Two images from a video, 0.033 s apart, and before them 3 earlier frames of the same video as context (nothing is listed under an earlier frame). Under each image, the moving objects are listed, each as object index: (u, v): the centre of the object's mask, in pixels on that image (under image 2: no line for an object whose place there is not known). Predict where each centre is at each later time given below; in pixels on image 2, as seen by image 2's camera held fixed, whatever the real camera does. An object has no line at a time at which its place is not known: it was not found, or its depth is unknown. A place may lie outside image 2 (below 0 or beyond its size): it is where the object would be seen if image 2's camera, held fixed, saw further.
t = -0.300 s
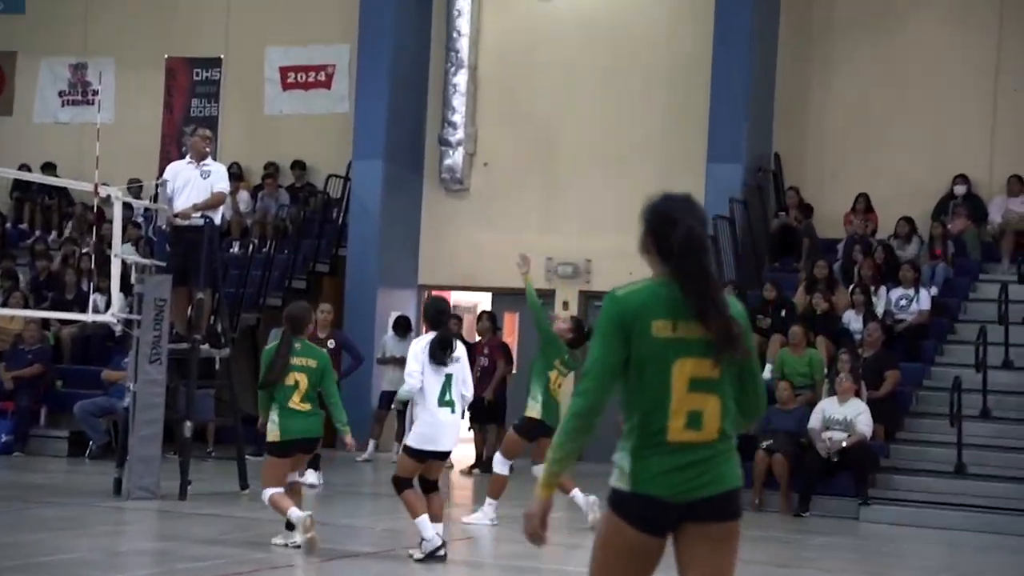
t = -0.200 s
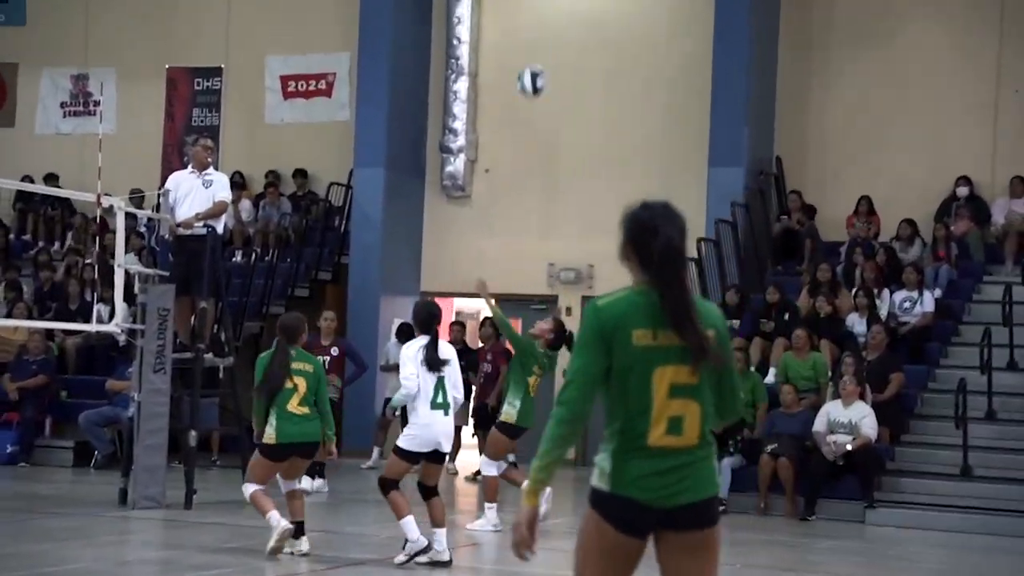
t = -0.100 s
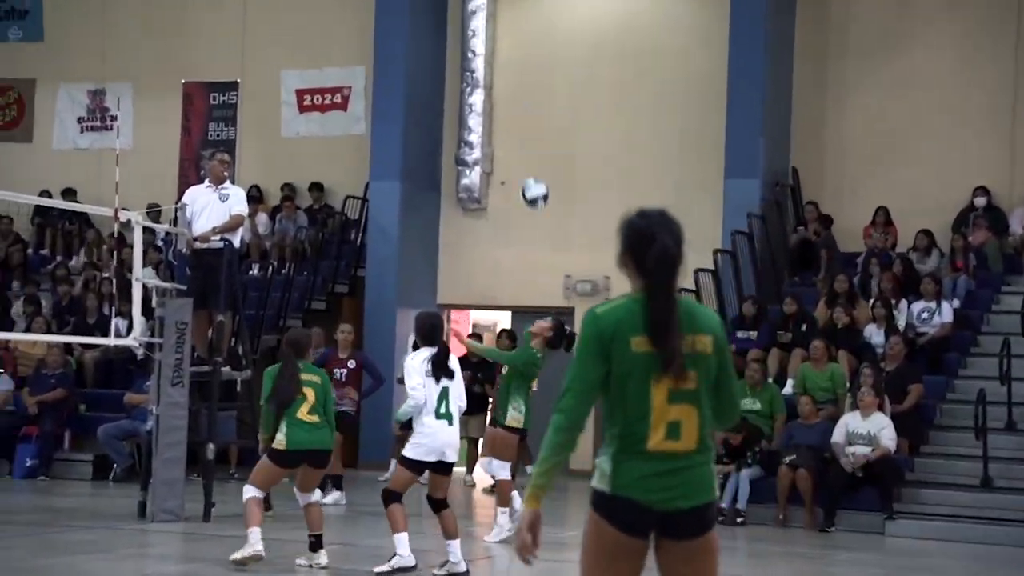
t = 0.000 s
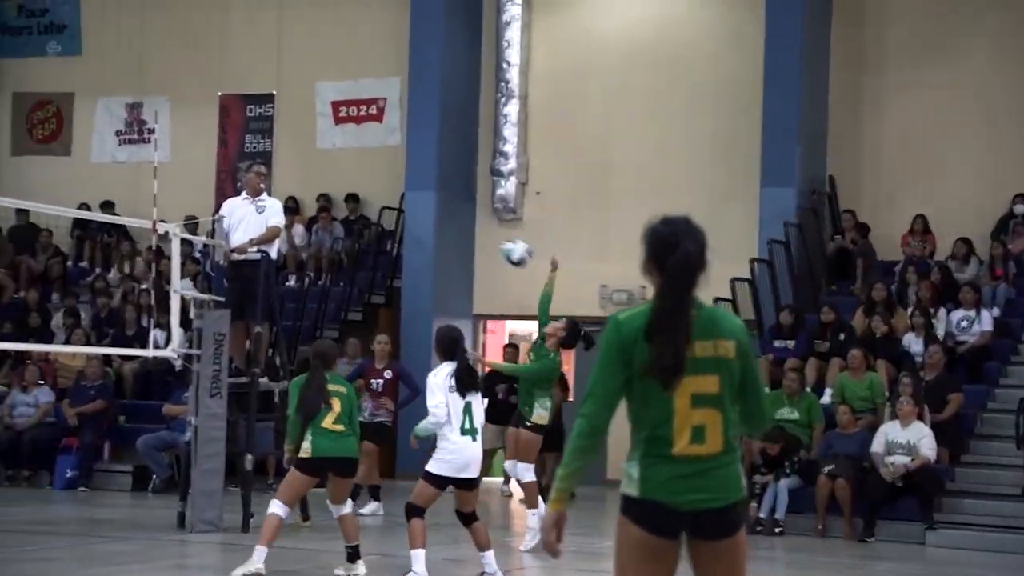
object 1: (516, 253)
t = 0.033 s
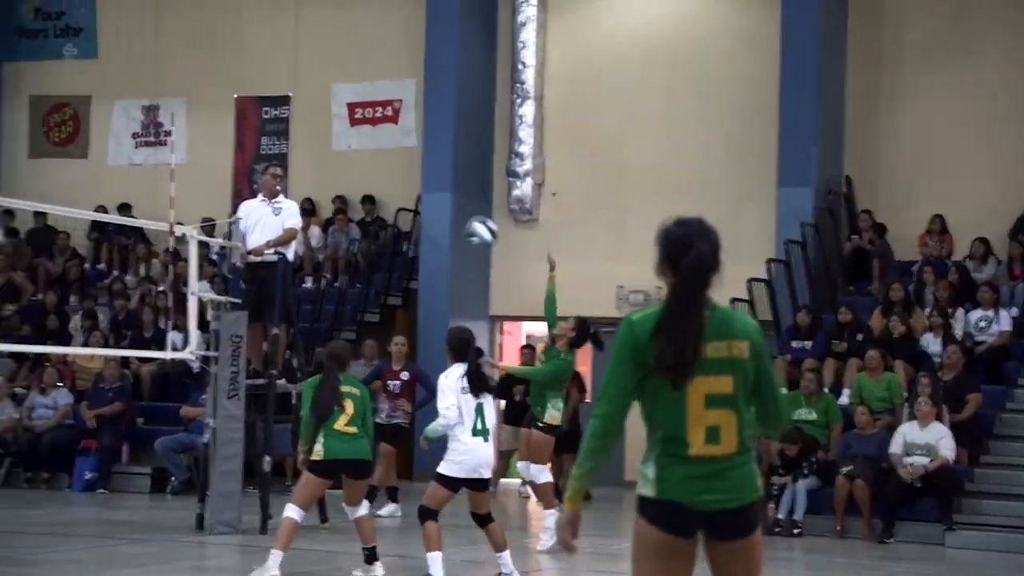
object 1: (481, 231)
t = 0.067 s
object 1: (430, 209)
